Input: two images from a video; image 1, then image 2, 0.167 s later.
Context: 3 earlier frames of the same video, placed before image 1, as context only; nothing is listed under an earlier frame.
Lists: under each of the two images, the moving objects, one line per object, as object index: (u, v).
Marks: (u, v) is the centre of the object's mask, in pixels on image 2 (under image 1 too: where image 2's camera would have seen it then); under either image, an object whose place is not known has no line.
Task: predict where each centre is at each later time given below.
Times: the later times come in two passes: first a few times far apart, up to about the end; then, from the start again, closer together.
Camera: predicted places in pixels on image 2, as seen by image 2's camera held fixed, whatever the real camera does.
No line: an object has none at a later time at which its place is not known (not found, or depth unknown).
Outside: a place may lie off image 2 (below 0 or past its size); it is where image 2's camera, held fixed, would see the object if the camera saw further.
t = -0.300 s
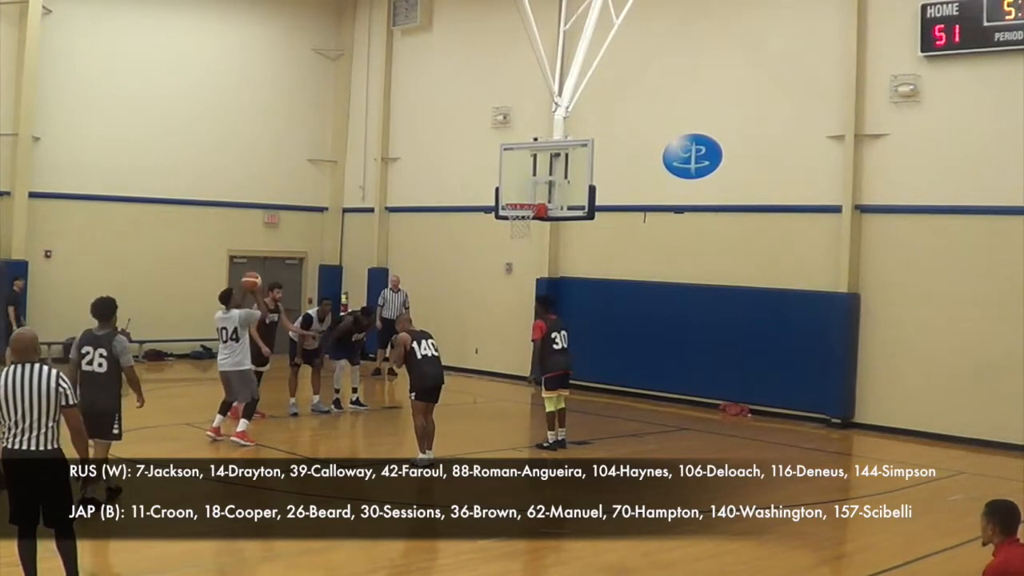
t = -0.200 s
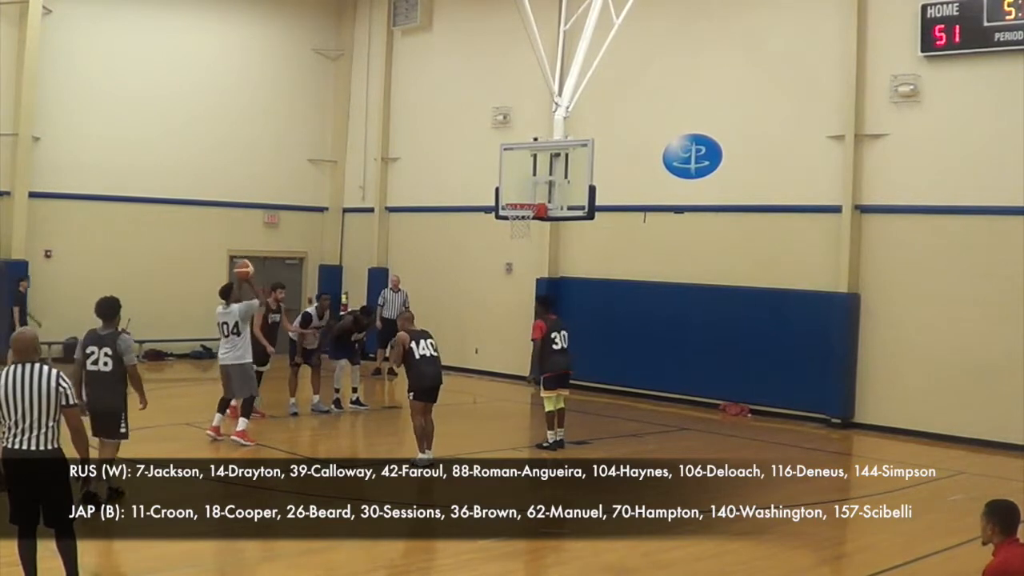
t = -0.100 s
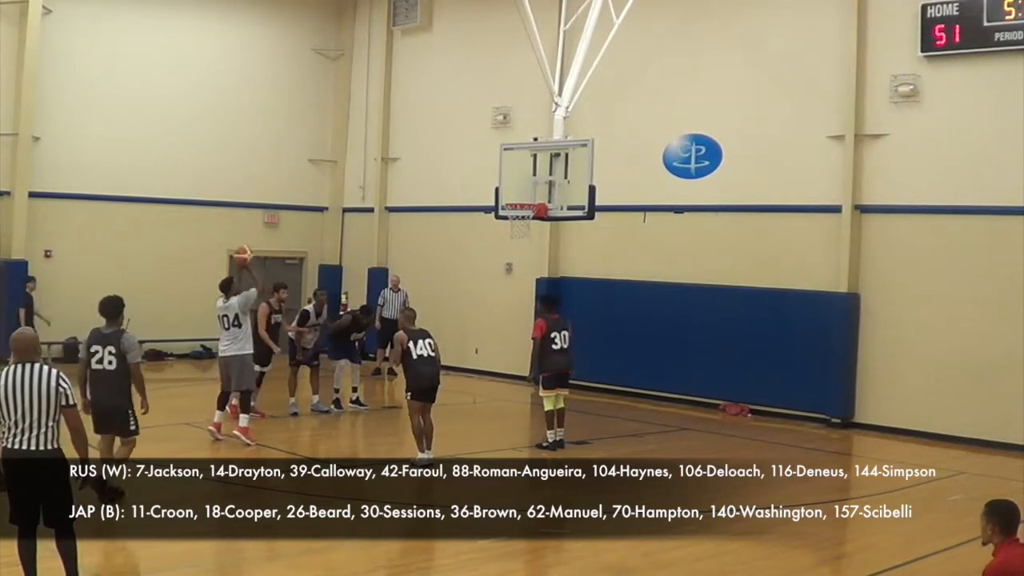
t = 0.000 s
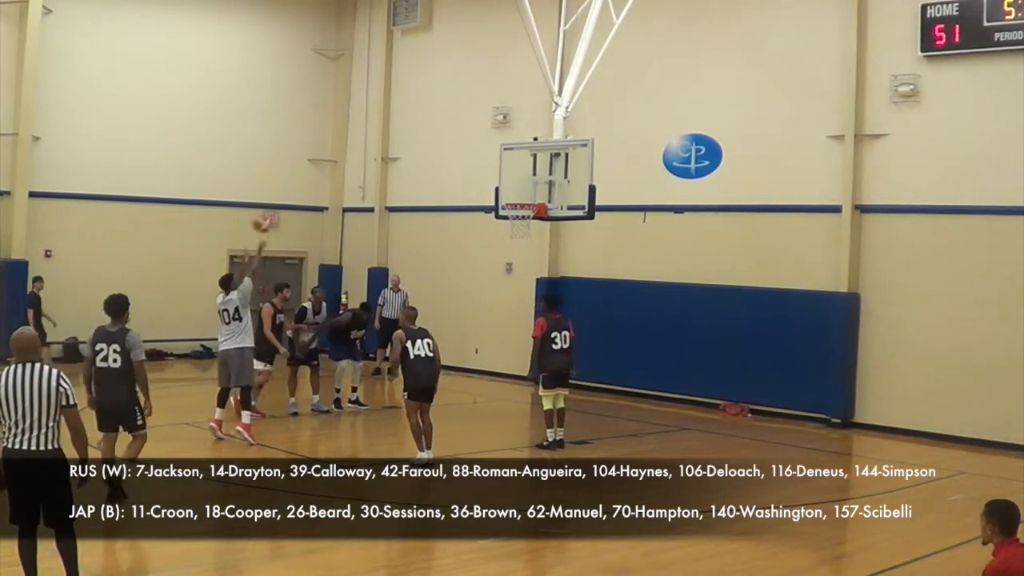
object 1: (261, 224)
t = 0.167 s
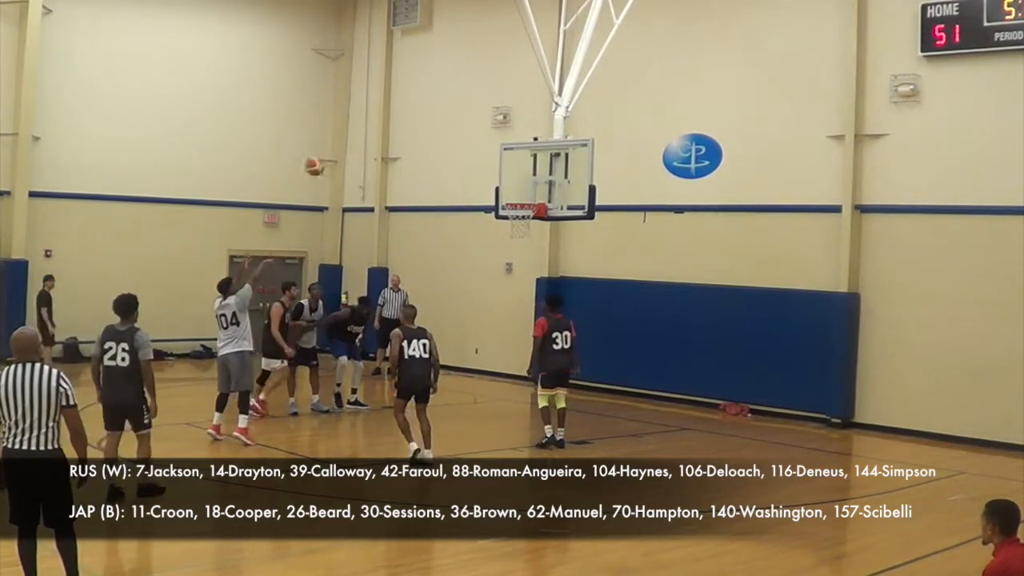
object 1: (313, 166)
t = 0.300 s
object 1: (354, 138)
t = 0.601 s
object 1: (436, 127)
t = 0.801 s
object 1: (485, 154)
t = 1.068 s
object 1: (530, 225)
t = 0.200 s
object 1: (324, 158)
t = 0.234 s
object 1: (334, 150)
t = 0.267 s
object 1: (345, 144)
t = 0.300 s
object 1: (354, 138)
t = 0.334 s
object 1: (364, 134)
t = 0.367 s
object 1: (373, 130)
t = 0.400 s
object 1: (382, 128)
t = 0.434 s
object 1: (393, 125)
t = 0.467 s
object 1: (401, 124)
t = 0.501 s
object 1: (410, 123)
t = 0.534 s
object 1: (419, 123)
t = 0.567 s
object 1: (428, 124)
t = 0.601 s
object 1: (436, 127)
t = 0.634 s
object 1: (444, 130)
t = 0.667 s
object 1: (453, 133)
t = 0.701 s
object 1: (461, 137)
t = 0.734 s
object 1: (469, 142)
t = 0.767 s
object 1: (477, 148)
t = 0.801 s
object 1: (485, 154)
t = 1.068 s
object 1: (530, 225)
